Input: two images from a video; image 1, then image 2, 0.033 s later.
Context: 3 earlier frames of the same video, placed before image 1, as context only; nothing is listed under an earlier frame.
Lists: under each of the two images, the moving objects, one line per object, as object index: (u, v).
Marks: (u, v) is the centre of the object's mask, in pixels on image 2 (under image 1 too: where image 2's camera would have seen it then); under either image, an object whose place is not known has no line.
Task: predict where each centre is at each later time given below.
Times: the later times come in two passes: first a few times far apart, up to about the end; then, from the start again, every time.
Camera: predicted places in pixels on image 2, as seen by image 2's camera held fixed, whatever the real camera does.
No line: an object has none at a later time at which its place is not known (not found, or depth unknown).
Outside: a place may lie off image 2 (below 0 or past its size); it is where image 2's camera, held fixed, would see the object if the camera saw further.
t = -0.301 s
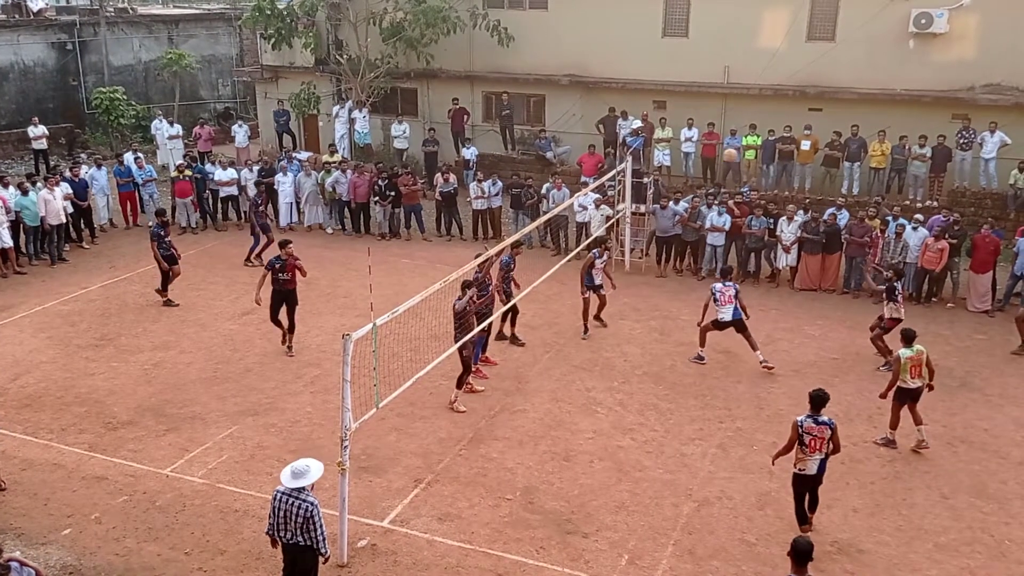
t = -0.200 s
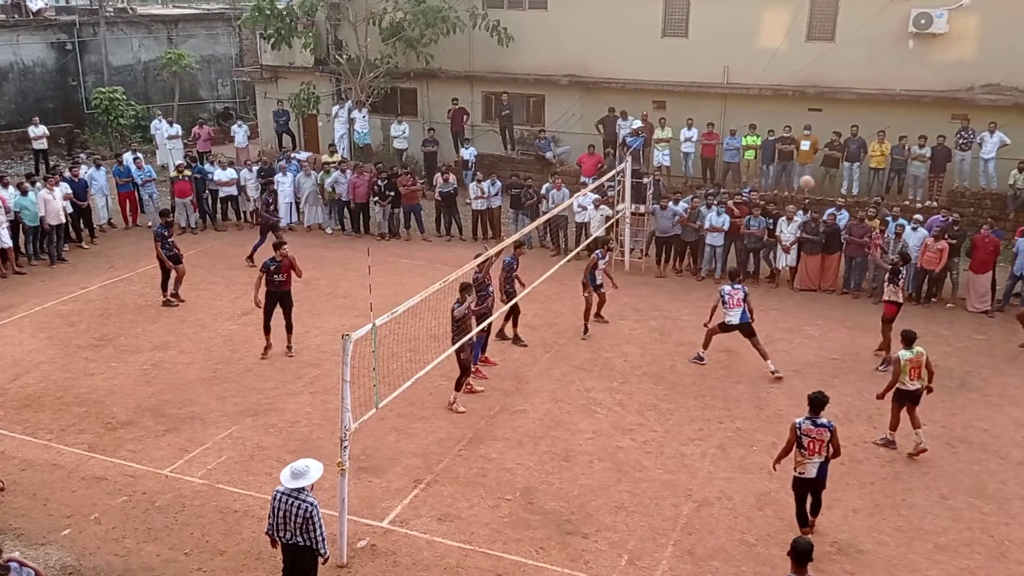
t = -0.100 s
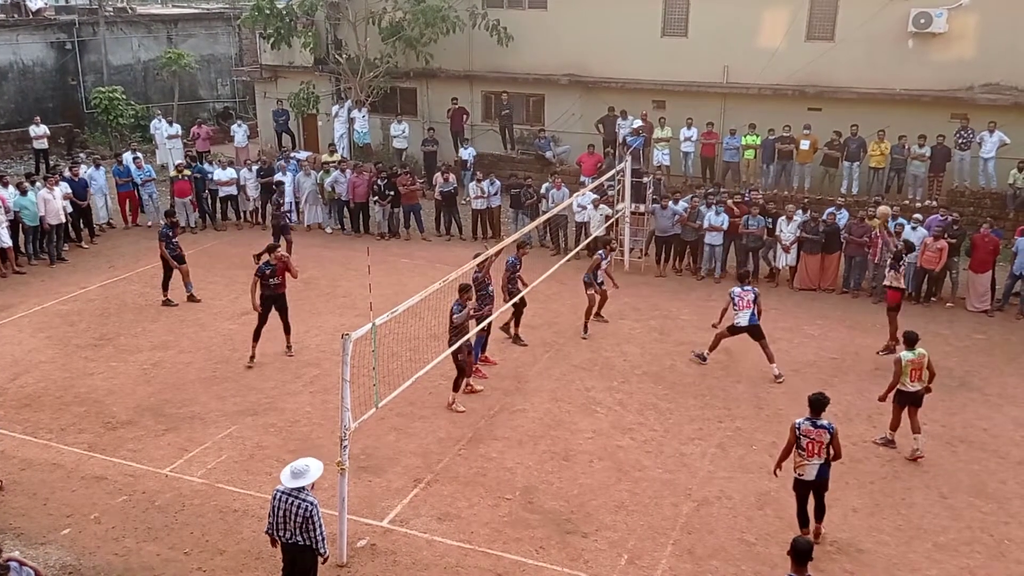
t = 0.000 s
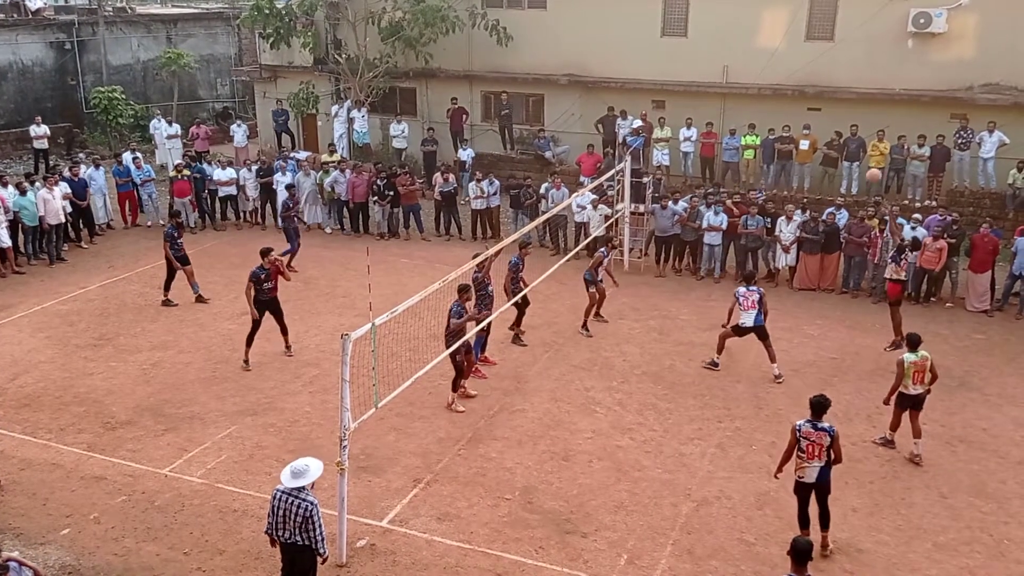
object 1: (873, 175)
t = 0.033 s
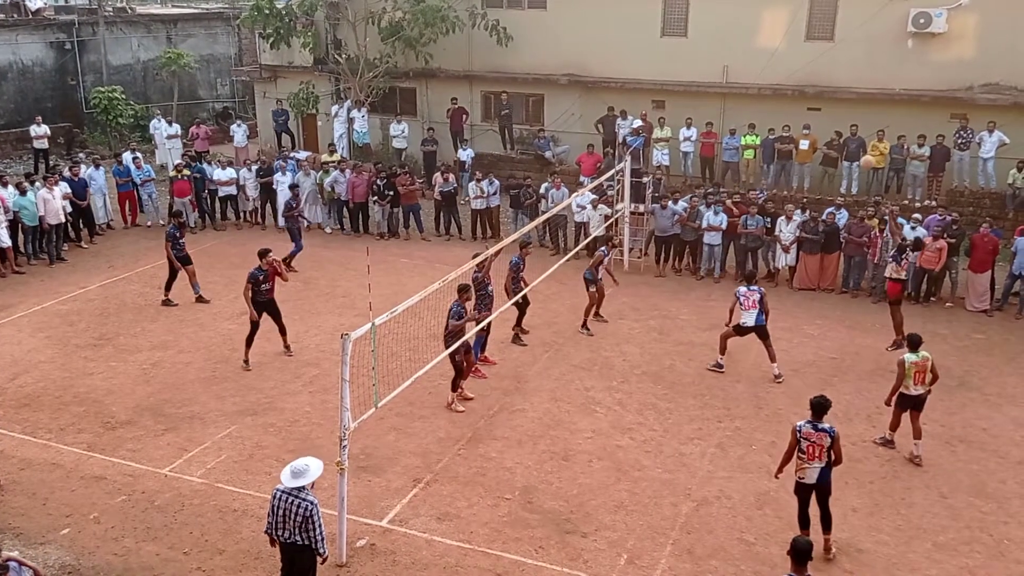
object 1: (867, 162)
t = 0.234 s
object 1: (830, 98)
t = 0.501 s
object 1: (777, 56)
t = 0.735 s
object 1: (729, 57)
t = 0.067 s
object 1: (861, 150)
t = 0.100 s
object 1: (855, 138)
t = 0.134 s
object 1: (849, 128)
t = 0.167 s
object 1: (842, 117)
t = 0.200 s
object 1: (836, 107)
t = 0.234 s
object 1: (830, 98)
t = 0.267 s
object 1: (823, 91)
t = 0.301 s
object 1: (817, 82)
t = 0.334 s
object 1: (810, 77)
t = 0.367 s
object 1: (804, 71)
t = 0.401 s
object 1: (797, 66)
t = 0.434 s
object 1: (790, 62)
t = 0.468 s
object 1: (784, 59)
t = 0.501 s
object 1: (777, 56)
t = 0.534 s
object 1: (770, 54)
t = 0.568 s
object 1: (763, 53)
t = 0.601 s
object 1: (757, 52)
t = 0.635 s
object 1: (750, 52)
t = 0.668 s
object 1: (743, 53)
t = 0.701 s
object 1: (736, 54)
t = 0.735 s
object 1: (729, 57)
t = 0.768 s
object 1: (722, 60)
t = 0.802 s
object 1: (715, 63)
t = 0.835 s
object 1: (709, 67)
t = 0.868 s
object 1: (702, 72)
